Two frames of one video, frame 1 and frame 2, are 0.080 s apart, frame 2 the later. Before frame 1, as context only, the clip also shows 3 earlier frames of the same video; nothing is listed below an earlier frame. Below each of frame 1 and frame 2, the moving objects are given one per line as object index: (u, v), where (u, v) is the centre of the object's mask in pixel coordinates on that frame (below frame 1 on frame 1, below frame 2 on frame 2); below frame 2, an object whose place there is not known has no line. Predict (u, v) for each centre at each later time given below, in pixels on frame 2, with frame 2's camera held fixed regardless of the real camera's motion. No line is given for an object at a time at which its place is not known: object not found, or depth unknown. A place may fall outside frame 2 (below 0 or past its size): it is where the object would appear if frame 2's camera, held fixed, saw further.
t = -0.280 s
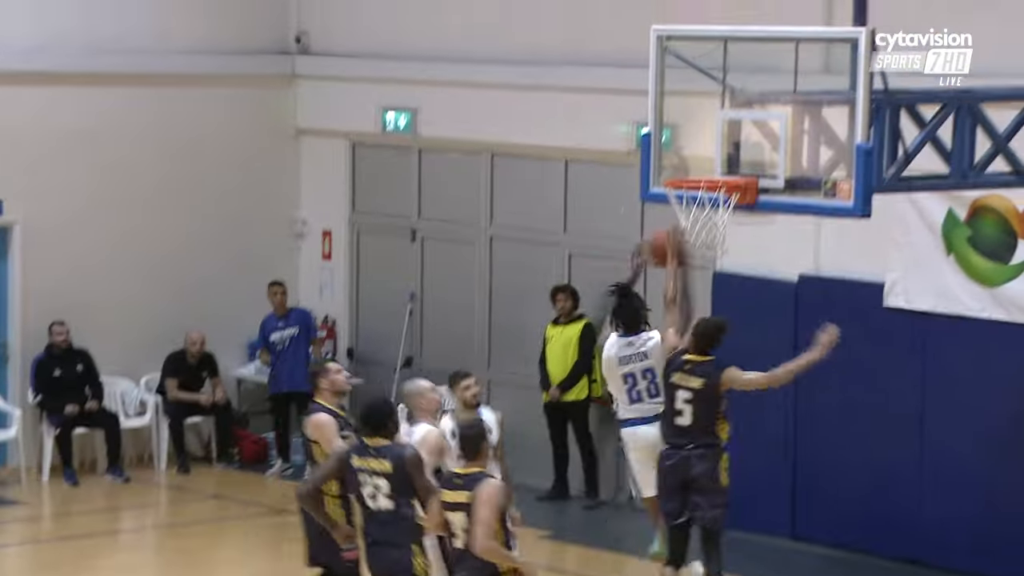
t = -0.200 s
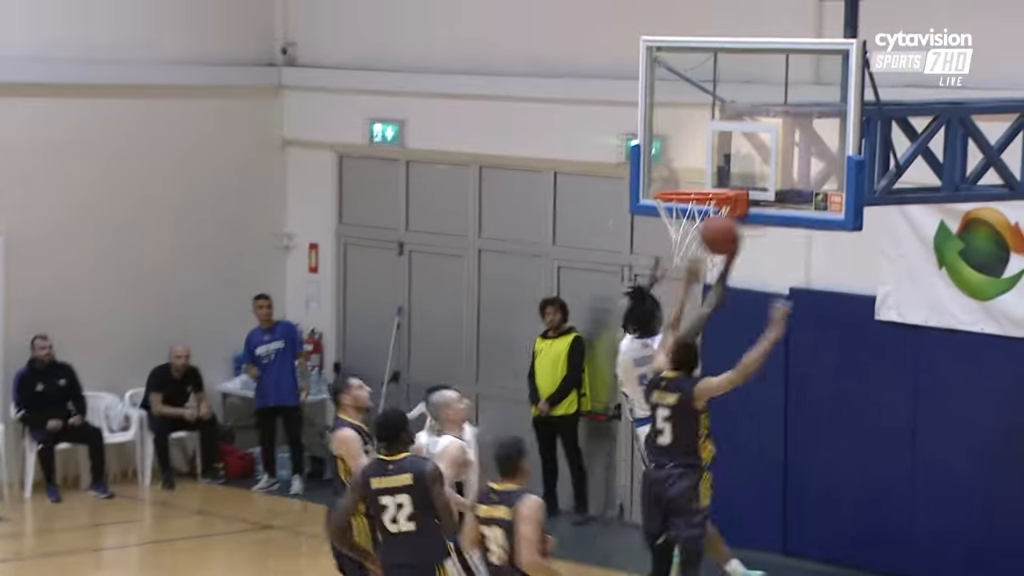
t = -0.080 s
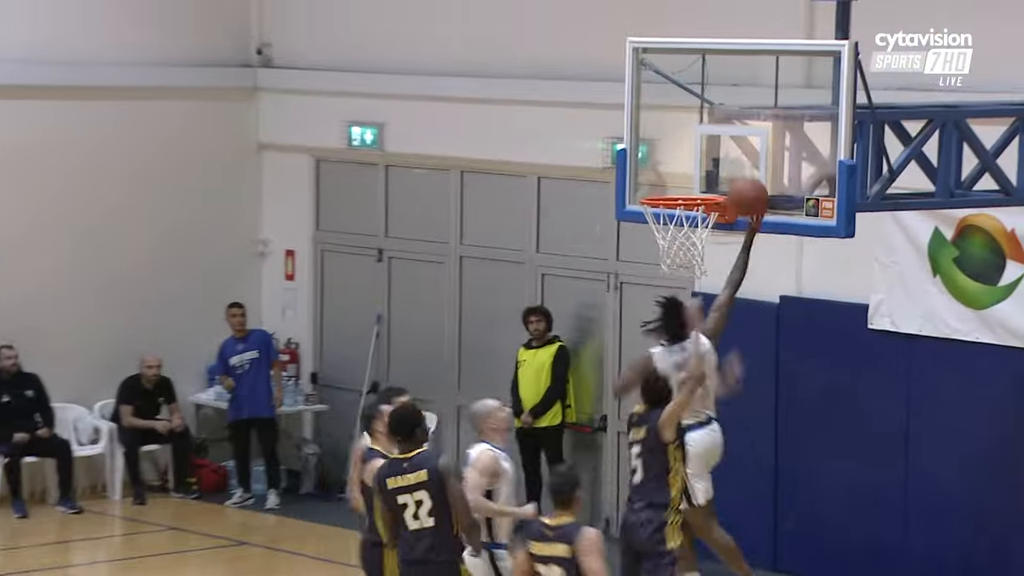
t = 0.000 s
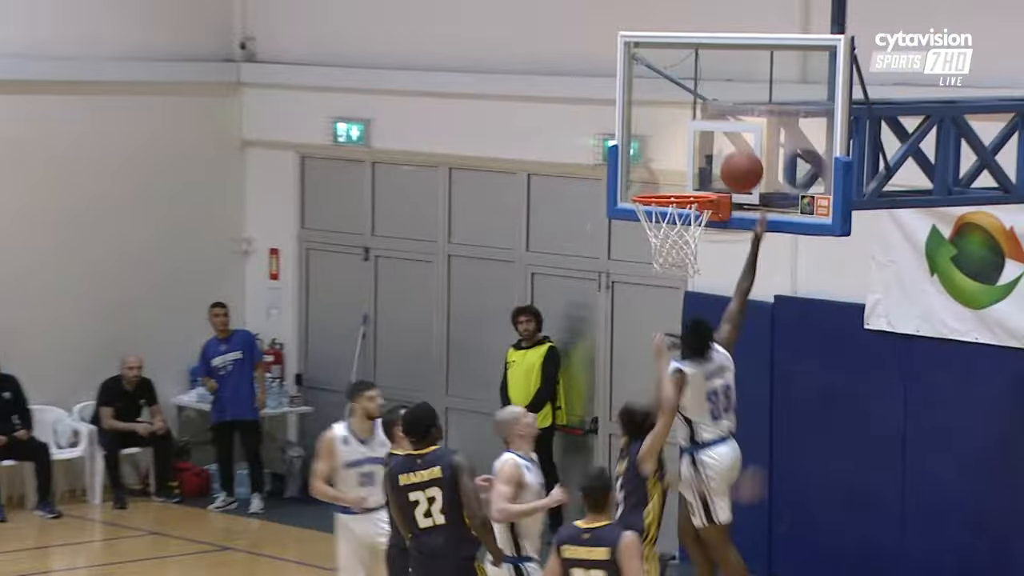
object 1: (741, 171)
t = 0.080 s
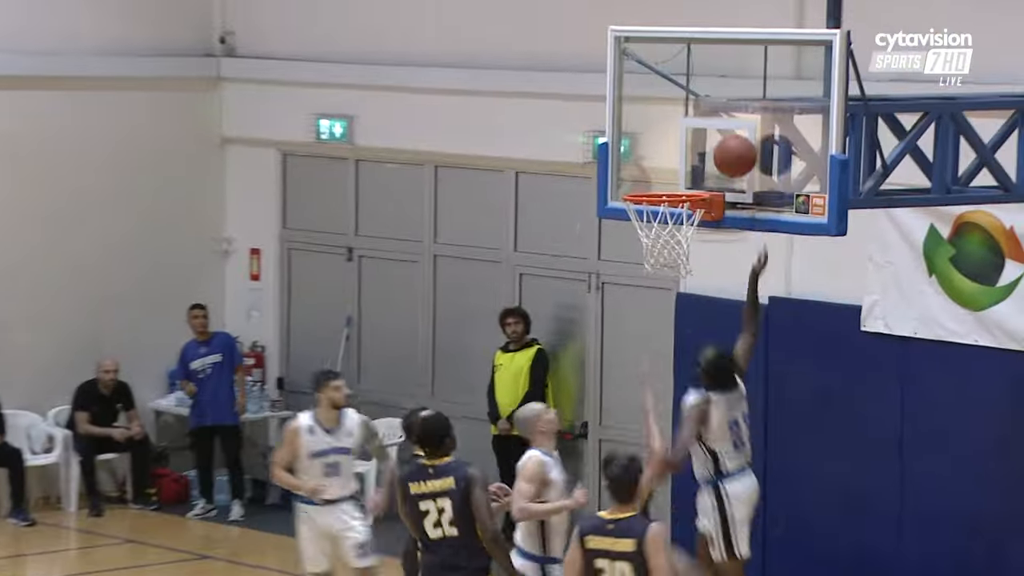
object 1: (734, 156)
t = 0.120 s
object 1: (731, 152)
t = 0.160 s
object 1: (721, 151)
